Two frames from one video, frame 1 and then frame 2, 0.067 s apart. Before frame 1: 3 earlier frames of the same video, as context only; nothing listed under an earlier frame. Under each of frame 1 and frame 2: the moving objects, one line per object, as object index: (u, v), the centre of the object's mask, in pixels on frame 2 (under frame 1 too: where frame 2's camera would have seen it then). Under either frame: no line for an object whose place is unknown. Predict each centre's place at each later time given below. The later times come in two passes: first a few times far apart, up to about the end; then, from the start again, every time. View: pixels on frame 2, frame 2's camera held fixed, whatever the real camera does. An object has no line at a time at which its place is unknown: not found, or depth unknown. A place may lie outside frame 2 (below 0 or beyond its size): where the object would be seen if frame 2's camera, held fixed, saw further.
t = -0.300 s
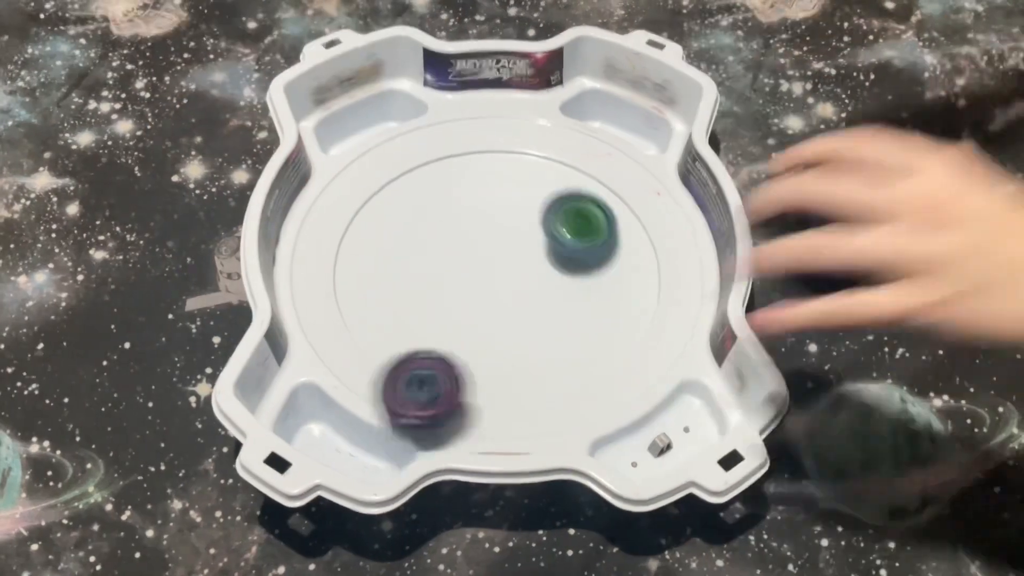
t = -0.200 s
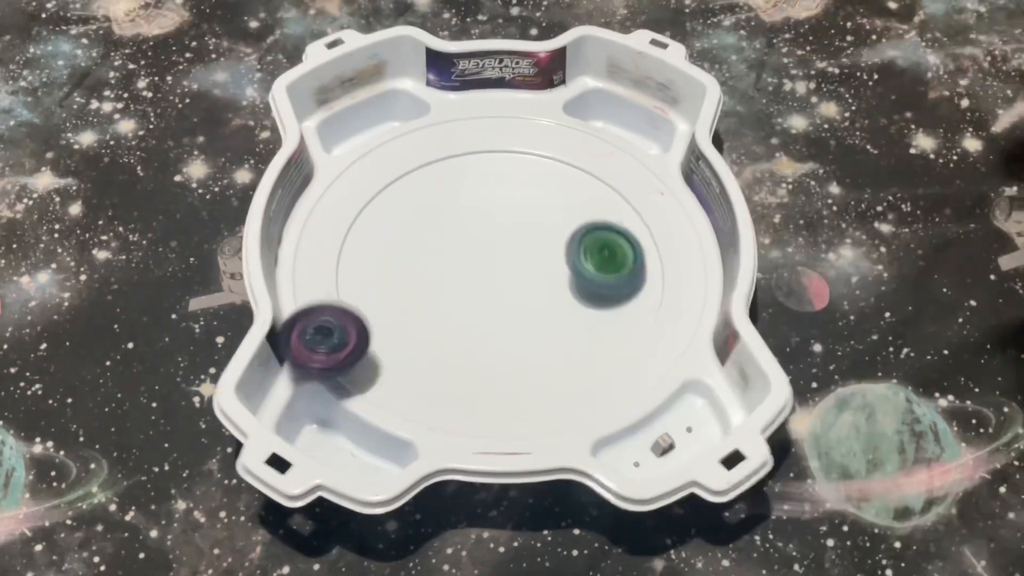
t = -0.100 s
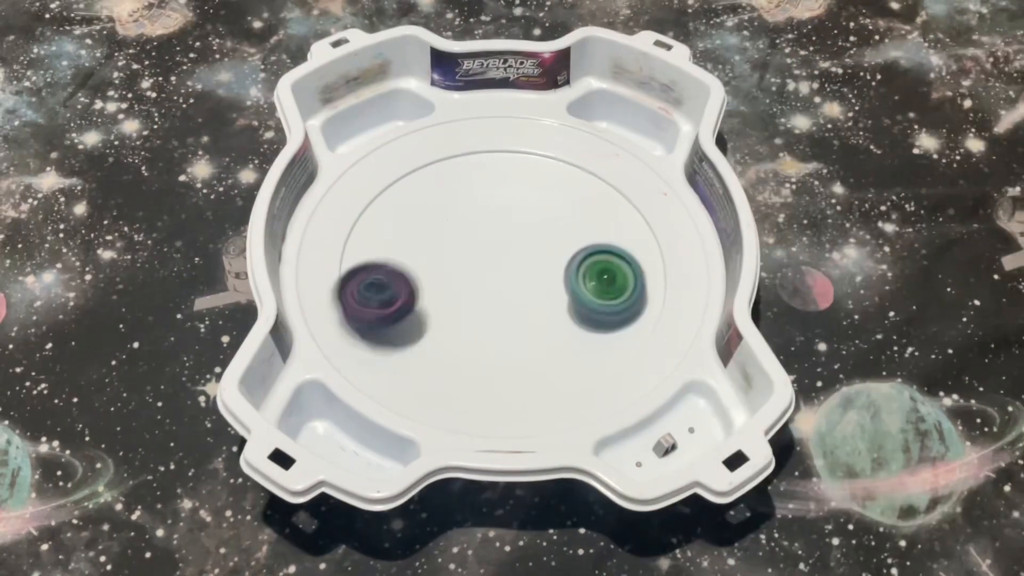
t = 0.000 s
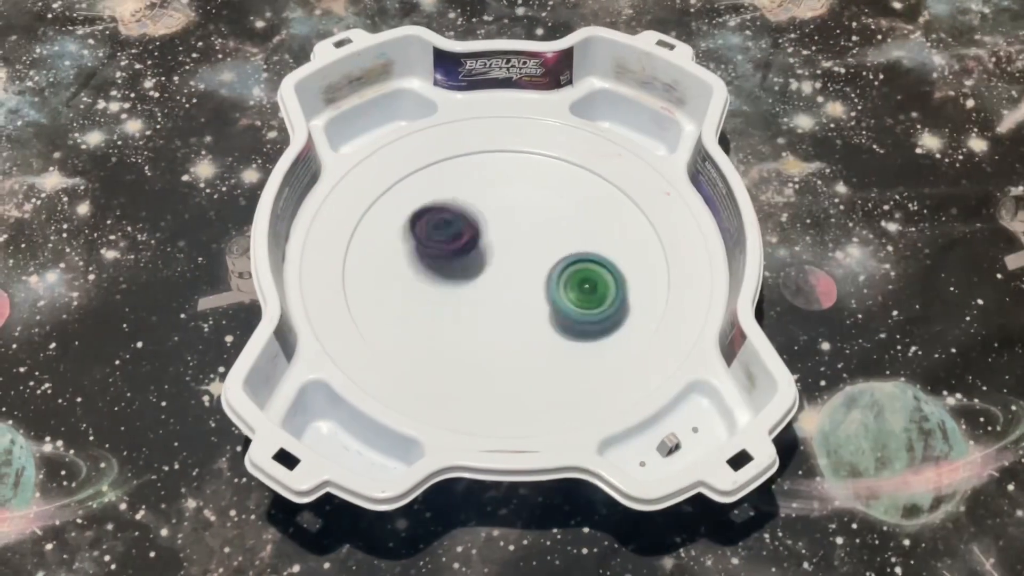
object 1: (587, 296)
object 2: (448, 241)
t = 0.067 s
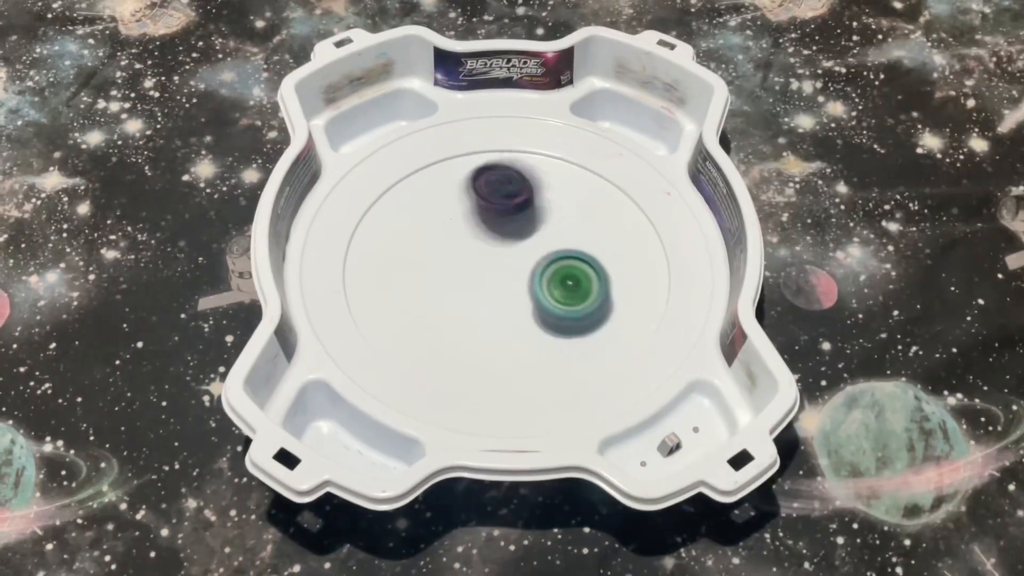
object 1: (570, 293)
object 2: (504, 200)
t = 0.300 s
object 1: (544, 254)
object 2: (667, 217)
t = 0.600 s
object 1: (543, 217)
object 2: (407, 346)
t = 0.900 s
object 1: (541, 245)
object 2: (659, 244)
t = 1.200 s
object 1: (543, 253)
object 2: (639, 225)
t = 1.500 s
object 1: (527, 264)
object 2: (624, 195)
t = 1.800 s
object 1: (532, 284)
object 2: (545, 151)
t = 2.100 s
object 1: (534, 277)
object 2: (405, 169)
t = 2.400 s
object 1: (512, 268)
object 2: (376, 311)
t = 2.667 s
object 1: (497, 261)
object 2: (645, 288)
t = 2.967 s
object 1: (489, 255)
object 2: (469, 142)
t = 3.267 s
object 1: (490, 245)
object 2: (443, 362)
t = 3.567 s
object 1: (498, 237)
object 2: (609, 181)
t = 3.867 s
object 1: (513, 235)
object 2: (419, 350)
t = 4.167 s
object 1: (525, 227)
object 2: (558, 146)
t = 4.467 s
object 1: (533, 233)
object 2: (562, 360)
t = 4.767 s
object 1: (539, 244)
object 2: (377, 188)
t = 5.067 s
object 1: (539, 257)
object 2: (623, 182)
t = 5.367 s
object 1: (531, 266)
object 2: (575, 346)
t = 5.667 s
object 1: (520, 268)
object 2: (397, 235)
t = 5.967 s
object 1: (507, 261)
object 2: (589, 171)
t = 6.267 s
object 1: (496, 252)
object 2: (623, 302)
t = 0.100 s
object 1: (562, 289)
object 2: (538, 181)
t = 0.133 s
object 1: (554, 284)
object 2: (573, 166)
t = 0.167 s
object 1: (548, 279)
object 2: (602, 153)
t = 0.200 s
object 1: (543, 272)
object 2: (626, 168)
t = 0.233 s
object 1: (541, 266)
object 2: (648, 178)
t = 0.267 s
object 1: (542, 259)
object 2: (666, 180)
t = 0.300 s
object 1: (544, 254)
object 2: (667, 217)
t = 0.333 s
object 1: (547, 249)
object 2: (667, 245)
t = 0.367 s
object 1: (551, 243)
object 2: (662, 274)
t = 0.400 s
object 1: (554, 237)
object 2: (648, 304)
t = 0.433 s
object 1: (558, 231)
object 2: (627, 336)
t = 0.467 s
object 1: (558, 226)
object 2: (595, 363)
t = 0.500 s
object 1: (557, 221)
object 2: (551, 377)
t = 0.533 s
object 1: (553, 218)
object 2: (500, 378)
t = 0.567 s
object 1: (549, 217)
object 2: (450, 368)
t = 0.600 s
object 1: (543, 217)
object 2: (407, 346)
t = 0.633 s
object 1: (538, 219)
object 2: (374, 313)
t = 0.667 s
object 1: (534, 222)
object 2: (359, 274)
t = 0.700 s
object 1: (531, 225)
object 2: (363, 231)
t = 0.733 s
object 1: (529, 229)
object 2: (384, 186)
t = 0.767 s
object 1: (528, 233)
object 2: (428, 152)
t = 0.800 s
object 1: (529, 236)
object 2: (489, 137)
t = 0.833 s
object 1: (532, 240)
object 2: (560, 148)
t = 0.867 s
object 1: (536, 242)
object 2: (623, 182)
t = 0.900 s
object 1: (541, 245)
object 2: (659, 244)
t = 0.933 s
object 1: (546, 247)
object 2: (649, 314)
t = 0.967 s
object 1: (552, 248)
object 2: (580, 369)
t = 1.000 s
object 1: (557, 249)
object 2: (477, 376)
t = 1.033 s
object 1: (560, 251)
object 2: (390, 333)
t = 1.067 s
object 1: (561, 253)
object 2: (358, 261)
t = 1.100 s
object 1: (559, 255)
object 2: (392, 187)
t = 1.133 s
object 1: (554, 256)
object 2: (476, 154)
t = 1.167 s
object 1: (548, 255)
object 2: (574, 165)
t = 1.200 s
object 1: (543, 253)
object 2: (639, 225)
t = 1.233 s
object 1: (541, 250)
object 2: (638, 301)
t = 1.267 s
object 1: (541, 247)
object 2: (568, 355)
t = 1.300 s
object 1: (542, 246)
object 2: (473, 362)
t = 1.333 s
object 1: (544, 248)
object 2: (396, 321)
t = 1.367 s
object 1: (544, 253)
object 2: (368, 255)
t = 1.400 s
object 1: (541, 259)
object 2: (394, 192)
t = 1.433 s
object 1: (536, 262)
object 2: (465, 152)
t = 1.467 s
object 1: (531, 264)
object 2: (551, 154)
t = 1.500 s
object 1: (527, 264)
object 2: (624, 195)
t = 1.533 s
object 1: (526, 263)
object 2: (652, 261)
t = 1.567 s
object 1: (526, 264)
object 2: (622, 328)
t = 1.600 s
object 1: (528, 266)
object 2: (546, 367)
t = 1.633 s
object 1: (531, 270)
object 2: (452, 361)
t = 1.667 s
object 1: (533, 276)
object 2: (384, 315)
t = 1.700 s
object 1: (535, 281)
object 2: (362, 249)
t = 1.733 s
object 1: (535, 284)
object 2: (392, 184)
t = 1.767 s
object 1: (534, 285)
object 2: (463, 150)
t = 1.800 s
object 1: (532, 284)
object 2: (545, 151)
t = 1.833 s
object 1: (531, 282)
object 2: (616, 187)
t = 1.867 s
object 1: (531, 279)
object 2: (650, 247)
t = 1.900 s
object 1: (533, 278)
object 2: (635, 312)
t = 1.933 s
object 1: (535, 278)
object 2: (574, 358)
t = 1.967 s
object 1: (538, 278)
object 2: (488, 368)
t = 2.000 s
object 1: (539, 278)
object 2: (410, 339)
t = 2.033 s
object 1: (538, 278)
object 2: (365, 286)
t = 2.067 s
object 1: (537, 278)
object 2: (364, 219)
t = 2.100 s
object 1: (534, 277)
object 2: (405, 169)
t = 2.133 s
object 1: (531, 276)
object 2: (476, 144)
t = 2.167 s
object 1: (528, 274)
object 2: (552, 150)
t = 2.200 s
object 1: (525, 272)
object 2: (615, 187)
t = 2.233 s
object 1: (522, 271)
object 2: (648, 242)
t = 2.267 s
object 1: (520, 270)
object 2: (638, 303)
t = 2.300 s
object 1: (518, 269)
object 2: (589, 350)
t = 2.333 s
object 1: (516, 269)
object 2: (515, 368)
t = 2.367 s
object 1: (514, 269)
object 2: (437, 356)
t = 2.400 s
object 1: (512, 268)
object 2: (376, 311)
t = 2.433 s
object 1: (509, 268)
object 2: (354, 255)
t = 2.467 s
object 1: (507, 268)
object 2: (369, 195)
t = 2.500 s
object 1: (505, 267)
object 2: (418, 154)
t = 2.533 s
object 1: (503, 266)
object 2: (486, 139)
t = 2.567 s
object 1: (501, 265)
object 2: (557, 152)
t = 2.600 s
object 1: (500, 263)
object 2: (613, 185)
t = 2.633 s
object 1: (498, 263)
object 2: (645, 233)
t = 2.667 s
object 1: (497, 261)
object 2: (645, 288)
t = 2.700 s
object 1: (496, 261)
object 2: (613, 335)
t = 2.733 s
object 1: (495, 261)
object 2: (553, 364)
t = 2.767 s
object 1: (494, 260)
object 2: (482, 369)
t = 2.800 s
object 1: (493, 260)
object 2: (415, 347)
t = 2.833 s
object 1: (492, 259)
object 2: (369, 306)
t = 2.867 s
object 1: (491, 258)
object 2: (354, 253)
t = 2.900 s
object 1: (491, 257)
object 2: (367, 199)
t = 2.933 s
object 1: (490, 256)
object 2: (413, 165)
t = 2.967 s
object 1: (489, 255)
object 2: (469, 142)
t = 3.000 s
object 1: (489, 254)
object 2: (533, 148)
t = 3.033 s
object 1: (489, 253)
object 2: (590, 168)
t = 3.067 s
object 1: (489, 252)
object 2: (630, 202)
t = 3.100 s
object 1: (489, 251)
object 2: (649, 250)
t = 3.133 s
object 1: (489, 249)
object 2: (644, 296)
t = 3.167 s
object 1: (489, 248)
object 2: (613, 334)
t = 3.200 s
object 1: (489, 247)
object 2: (563, 362)
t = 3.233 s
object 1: (489, 246)
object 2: (502, 373)
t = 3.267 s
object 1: (490, 245)
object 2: (443, 362)
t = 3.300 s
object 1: (490, 245)
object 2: (389, 333)
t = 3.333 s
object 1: (491, 244)
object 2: (359, 292)
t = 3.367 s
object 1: (491, 243)
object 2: (350, 242)
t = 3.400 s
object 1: (492, 242)
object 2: (368, 197)
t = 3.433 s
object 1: (493, 241)
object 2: (410, 169)
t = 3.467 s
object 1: (494, 240)
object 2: (461, 150)
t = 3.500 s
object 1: (495, 239)
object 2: (513, 147)
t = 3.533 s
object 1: (496, 238)
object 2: (566, 160)
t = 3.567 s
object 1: (498, 237)
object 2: (609, 181)
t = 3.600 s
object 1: (499, 237)
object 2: (638, 212)
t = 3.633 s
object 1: (501, 236)
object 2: (651, 249)
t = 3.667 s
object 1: (502, 236)
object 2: (648, 284)
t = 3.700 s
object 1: (504, 236)
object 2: (630, 320)
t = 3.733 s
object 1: (506, 235)
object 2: (599, 347)
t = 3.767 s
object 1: (507, 235)
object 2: (557, 365)
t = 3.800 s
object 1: (509, 235)
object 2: (510, 372)
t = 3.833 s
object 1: (511, 235)
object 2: (463, 367)
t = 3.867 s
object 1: (513, 235)
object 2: (419, 350)
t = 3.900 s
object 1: (515, 234)
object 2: (383, 322)
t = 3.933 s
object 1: (517, 234)
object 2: (362, 288)
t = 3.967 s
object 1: (518, 234)
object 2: (354, 248)
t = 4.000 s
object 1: (520, 234)
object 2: (362, 208)
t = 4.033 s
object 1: (522, 234)
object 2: (389, 177)
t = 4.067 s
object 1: (521, 227)
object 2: (427, 153)
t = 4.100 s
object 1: (522, 227)
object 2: (470, 139)
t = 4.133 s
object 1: (523, 227)
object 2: (515, 138)
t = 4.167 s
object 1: (525, 227)
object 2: (558, 146)
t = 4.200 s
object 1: (526, 227)
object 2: (593, 168)
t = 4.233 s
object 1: (527, 227)
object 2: (622, 184)
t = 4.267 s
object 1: (528, 228)
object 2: (641, 215)
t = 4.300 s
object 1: (530, 230)
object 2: (653, 244)
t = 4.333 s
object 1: (530, 229)
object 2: (652, 272)
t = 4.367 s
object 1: (531, 231)
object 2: (641, 302)
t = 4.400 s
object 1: (532, 232)
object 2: (622, 326)
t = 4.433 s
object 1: (532, 232)
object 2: (596, 346)
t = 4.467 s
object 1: (533, 233)
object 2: (562, 360)
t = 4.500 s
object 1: (534, 234)
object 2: (523, 368)
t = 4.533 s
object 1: (534, 235)
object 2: (481, 368)
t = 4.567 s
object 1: (535, 237)
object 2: (441, 359)
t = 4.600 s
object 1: (535, 238)
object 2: (405, 339)
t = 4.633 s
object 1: (536, 240)
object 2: (377, 314)
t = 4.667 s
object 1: (537, 241)
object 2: (362, 283)
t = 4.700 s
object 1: (538, 242)
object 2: (358, 252)
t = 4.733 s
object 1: (539, 244)
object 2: (361, 215)
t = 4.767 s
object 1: (539, 244)
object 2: (377, 188)
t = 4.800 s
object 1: (539, 245)
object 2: (398, 166)
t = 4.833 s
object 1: (539, 246)
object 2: (428, 148)
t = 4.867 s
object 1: (539, 248)
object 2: (460, 138)
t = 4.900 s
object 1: (539, 250)
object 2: (494, 144)
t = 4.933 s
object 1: (539, 252)
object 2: (525, 147)
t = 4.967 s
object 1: (539, 252)
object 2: (554, 151)
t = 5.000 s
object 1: (539, 254)
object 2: (580, 155)
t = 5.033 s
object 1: (539, 255)
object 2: (602, 173)
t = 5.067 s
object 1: (539, 257)
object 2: (623, 182)
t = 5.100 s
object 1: (539, 259)
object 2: (637, 207)
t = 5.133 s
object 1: (539, 260)
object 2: (647, 227)
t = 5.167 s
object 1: (538, 260)
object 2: (652, 247)
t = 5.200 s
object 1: (537, 260)
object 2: (652, 267)
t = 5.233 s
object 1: (536, 262)
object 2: (647, 287)
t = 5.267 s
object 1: (535, 263)
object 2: (637, 306)
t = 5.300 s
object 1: (533, 263)
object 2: (621, 322)
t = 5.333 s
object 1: (532, 264)
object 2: (600, 336)
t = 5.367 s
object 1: (531, 266)
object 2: (575, 346)
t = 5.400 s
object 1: (529, 267)
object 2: (549, 351)
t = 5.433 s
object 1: (527, 266)
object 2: (521, 354)
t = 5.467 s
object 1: (526, 268)
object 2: (492, 351)
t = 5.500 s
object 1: (525, 267)
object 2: (464, 342)
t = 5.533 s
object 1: (525, 269)
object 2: (439, 328)
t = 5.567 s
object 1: (525, 275)
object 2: (418, 309)
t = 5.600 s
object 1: (523, 268)
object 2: (404, 287)
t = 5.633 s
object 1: (522, 268)
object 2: (396, 262)
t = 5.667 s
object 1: (520, 268)
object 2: (397, 235)
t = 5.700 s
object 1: (520, 268)
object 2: (403, 207)
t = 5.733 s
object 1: (518, 267)
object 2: (416, 184)
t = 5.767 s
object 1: (517, 266)
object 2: (436, 160)
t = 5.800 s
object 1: (516, 266)
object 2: (459, 150)
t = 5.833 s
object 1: (514, 265)
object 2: (487, 145)
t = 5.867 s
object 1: (512, 264)
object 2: (514, 144)
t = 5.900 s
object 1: (510, 263)
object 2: (542, 150)
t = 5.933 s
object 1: (509, 263)
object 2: (568, 153)
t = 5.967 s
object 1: (507, 261)
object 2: (589, 171)
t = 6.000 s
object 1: (506, 260)
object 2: (606, 180)
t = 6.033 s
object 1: (505, 260)
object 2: (623, 185)
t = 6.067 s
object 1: (504, 259)
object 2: (636, 200)
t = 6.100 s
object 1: (503, 257)
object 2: (645, 215)
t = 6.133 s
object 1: (502, 256)
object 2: (649, 233)
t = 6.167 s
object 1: (500, 254)
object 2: (648, 254)
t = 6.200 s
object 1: (499, 253)
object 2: (644, 271)
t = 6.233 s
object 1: (497, 253)
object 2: (635, 286)
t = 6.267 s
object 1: (496, 252)
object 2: (623, 302)
